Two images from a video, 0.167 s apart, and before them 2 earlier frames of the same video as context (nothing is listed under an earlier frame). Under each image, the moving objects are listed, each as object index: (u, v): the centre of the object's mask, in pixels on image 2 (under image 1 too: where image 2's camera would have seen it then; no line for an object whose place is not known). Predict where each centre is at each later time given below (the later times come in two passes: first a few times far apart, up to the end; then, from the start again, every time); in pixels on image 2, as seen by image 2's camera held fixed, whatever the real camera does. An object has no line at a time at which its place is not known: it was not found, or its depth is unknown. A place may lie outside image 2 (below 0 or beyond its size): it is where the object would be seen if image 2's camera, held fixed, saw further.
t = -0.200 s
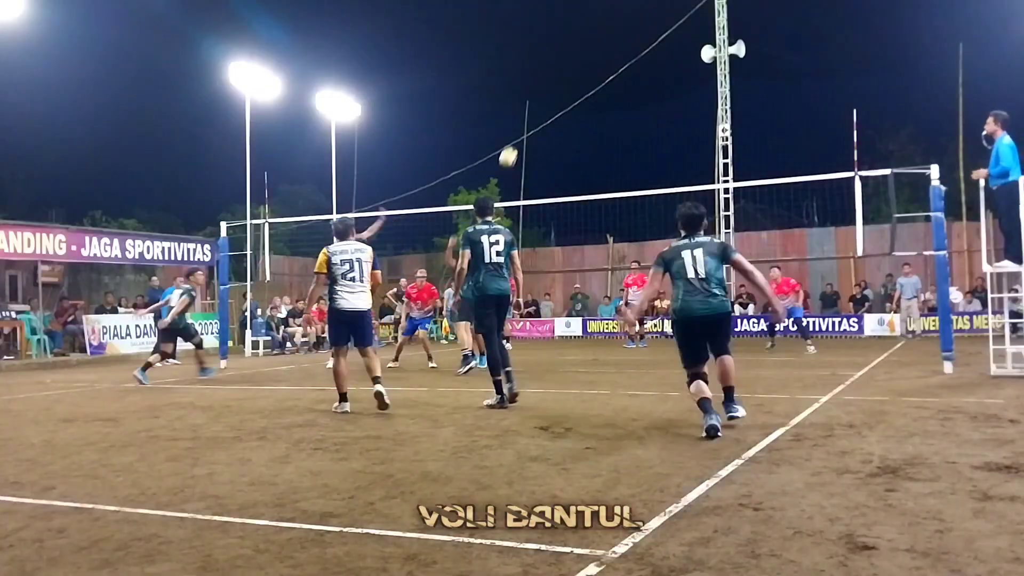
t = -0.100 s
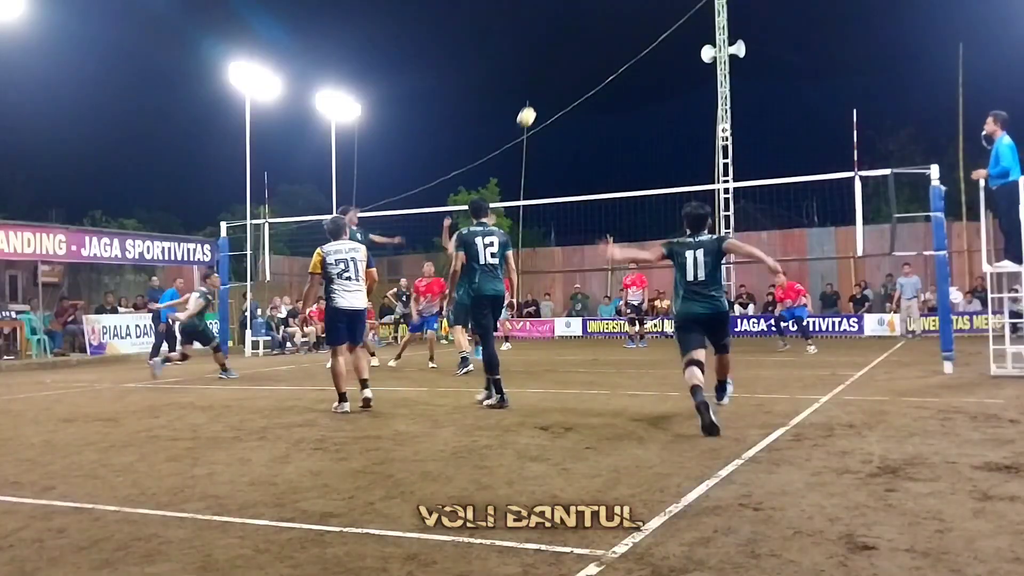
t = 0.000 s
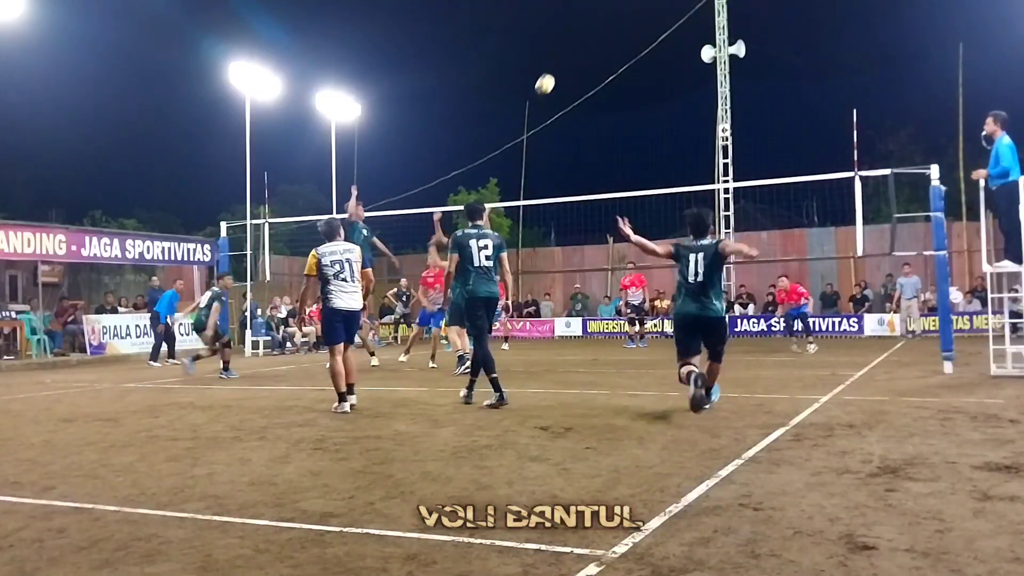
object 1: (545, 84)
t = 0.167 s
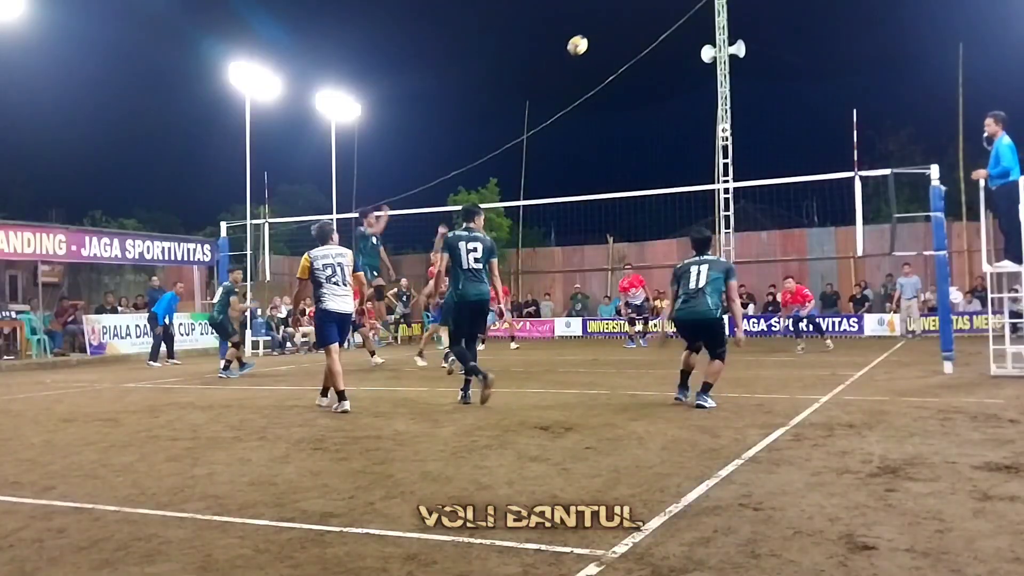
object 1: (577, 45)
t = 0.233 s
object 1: (591, 35)
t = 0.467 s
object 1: (639, 28)
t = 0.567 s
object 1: (661, 40)
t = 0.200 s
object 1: (584, 40)
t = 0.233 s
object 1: (591, 35)
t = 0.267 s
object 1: (597, 32)
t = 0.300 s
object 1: (604, 29)
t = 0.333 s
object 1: (611, 27)
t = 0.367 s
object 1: (618, 26)
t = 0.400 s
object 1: (625, 26)
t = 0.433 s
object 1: (632, 27)
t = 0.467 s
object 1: (639, 28)
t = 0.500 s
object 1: (646, 31)
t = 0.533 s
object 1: (653, 35)
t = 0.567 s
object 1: (661, 40)
